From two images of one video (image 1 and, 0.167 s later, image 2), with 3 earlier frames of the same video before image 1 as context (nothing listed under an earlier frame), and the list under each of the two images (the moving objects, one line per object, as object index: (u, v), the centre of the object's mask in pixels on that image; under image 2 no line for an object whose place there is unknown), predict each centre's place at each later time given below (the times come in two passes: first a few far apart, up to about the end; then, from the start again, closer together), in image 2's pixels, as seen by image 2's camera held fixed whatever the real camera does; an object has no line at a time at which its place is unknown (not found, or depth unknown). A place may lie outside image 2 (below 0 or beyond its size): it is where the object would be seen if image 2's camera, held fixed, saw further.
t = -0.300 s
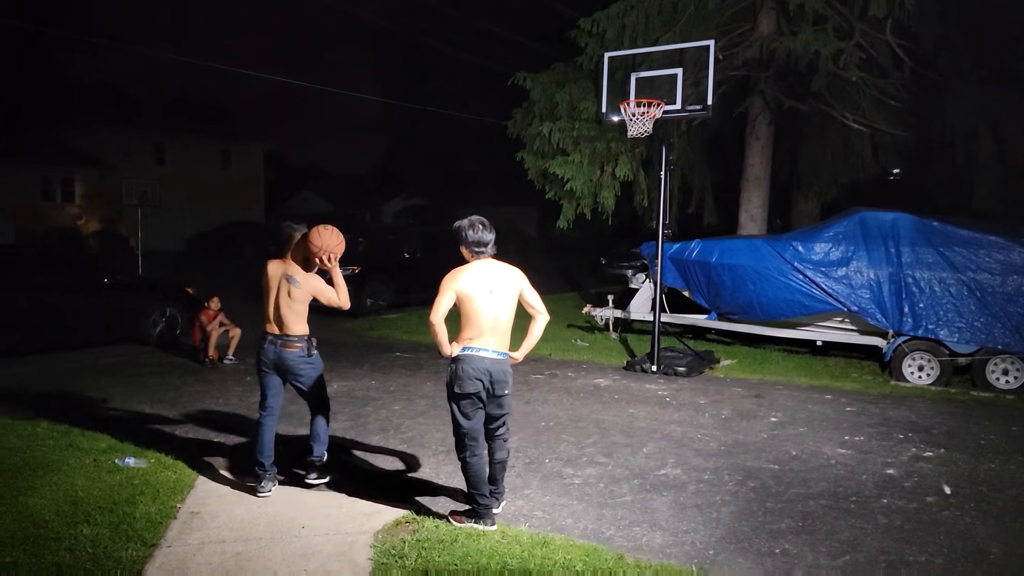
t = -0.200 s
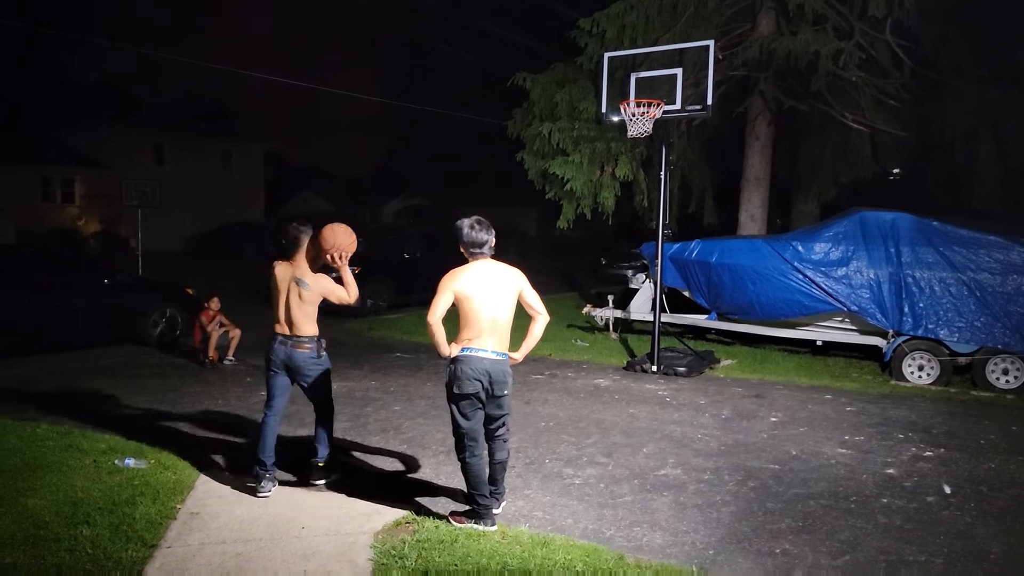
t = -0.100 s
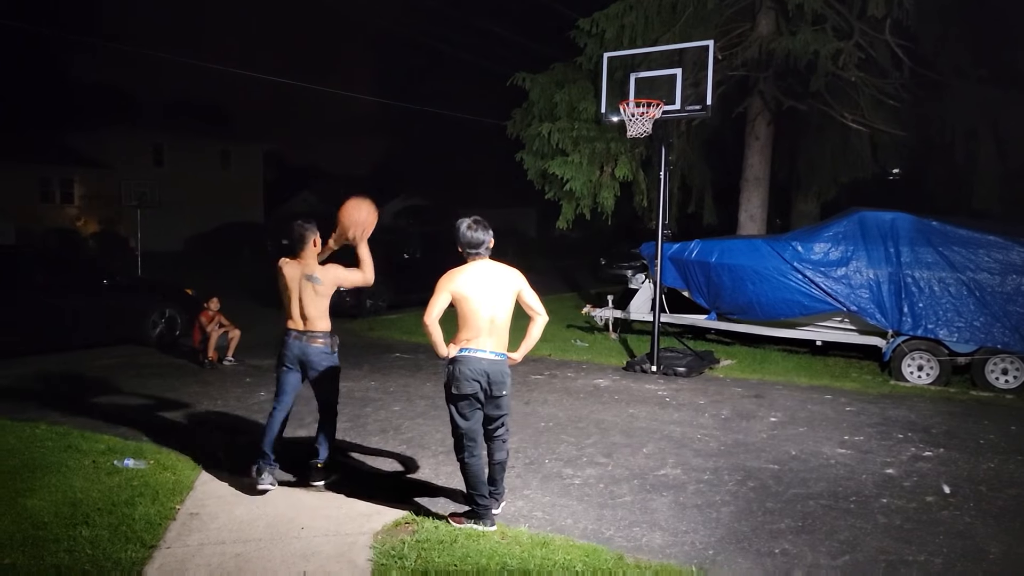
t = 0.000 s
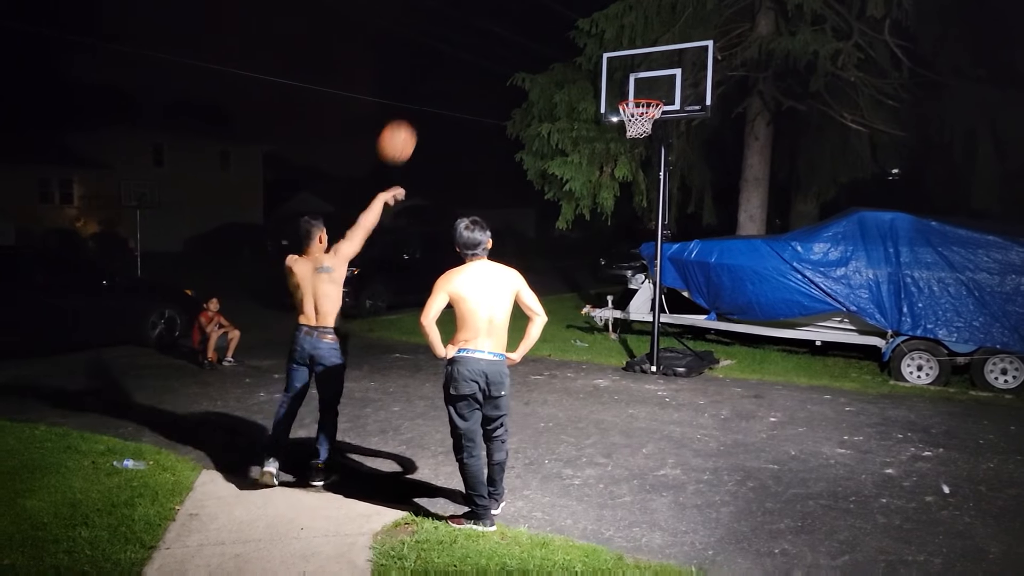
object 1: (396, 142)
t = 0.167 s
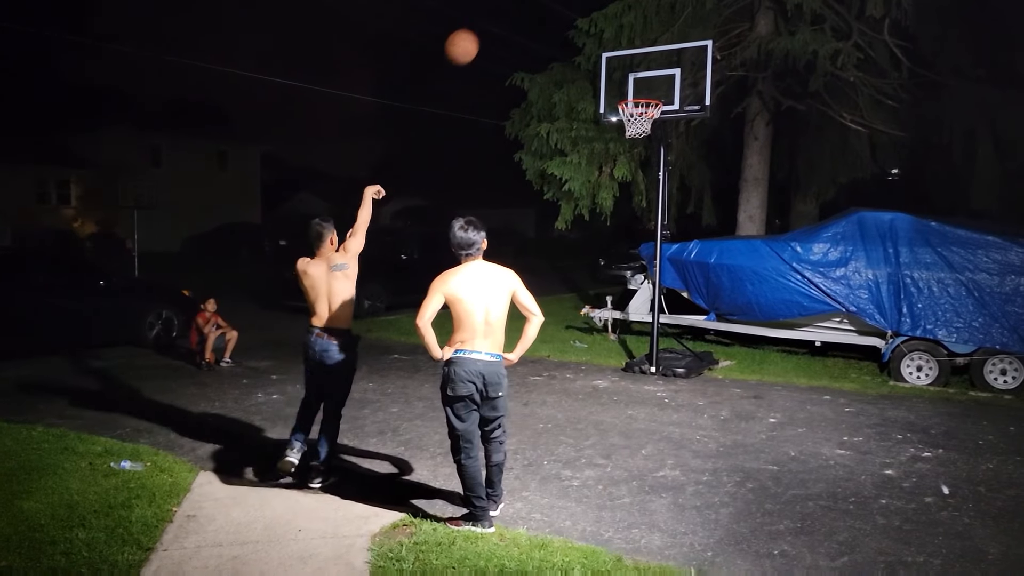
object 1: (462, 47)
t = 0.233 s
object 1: (484, 24)
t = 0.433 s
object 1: (542, 5)
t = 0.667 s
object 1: (592, 19)
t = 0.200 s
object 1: (473, 34)
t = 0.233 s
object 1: (484, 24)
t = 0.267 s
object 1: (495, 16)
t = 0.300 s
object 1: (505, 11)
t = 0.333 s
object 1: (515, 9)
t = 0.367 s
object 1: (524, 7)
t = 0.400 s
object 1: (533, 6)
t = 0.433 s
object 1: (542, 5)
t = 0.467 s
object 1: (551, 5)
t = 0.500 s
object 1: (559, 6)
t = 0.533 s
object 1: (563, 6)
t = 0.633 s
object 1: (585, 13)
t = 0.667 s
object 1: (592, 19)
